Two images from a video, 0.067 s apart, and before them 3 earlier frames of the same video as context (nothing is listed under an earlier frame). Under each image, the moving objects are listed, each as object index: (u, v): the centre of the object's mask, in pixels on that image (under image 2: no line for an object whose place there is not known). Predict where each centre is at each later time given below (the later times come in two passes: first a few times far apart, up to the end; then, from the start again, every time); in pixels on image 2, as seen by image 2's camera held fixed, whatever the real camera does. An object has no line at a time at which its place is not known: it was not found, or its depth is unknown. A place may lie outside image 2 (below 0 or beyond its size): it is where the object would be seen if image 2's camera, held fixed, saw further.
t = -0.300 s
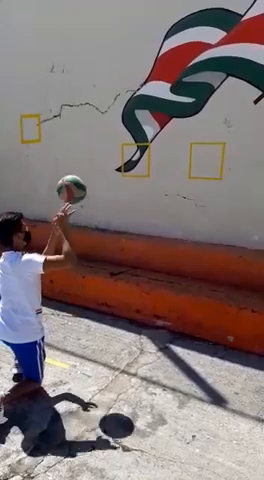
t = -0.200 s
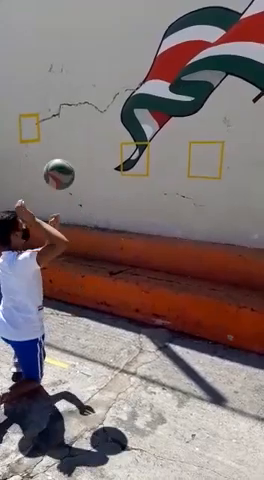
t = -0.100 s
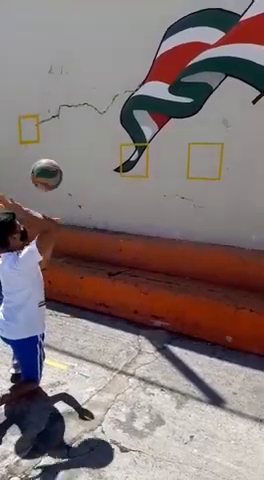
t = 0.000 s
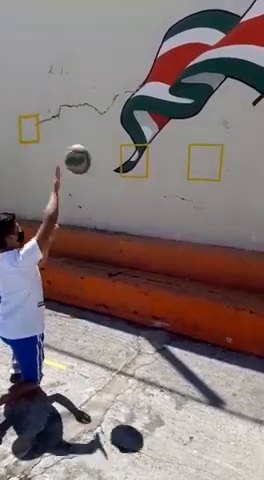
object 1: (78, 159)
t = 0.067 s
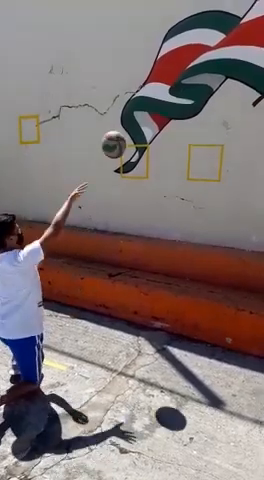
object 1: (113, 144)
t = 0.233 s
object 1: (180, 134)
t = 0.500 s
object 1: (191, 159)
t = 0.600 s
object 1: (175, 188)
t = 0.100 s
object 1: (129, 139)
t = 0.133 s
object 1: (144, 134)
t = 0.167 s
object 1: (157, 134)
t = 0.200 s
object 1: (169, 133)
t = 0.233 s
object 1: (180, 134)
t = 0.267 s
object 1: (190, 135)
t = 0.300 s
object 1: (200, 138)
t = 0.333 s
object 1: (208, 141)
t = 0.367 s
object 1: (207, 142)
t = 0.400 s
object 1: (204, 144)
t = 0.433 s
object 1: (200, 147)
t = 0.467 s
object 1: (196, 152)
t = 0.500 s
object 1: (191, 159)
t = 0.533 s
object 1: (186, 166)
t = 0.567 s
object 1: (181, 176)
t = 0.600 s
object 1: (175, 188)
